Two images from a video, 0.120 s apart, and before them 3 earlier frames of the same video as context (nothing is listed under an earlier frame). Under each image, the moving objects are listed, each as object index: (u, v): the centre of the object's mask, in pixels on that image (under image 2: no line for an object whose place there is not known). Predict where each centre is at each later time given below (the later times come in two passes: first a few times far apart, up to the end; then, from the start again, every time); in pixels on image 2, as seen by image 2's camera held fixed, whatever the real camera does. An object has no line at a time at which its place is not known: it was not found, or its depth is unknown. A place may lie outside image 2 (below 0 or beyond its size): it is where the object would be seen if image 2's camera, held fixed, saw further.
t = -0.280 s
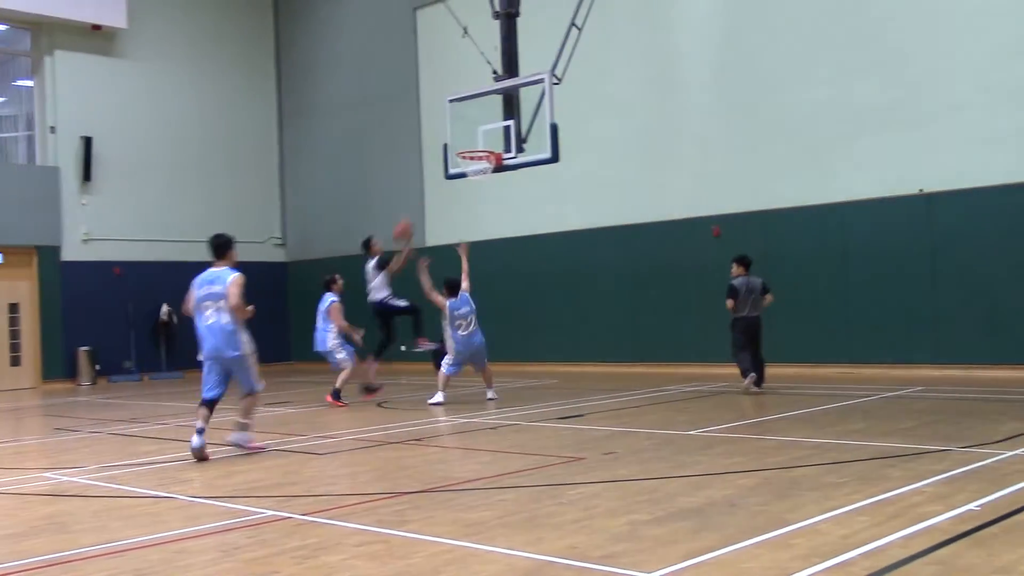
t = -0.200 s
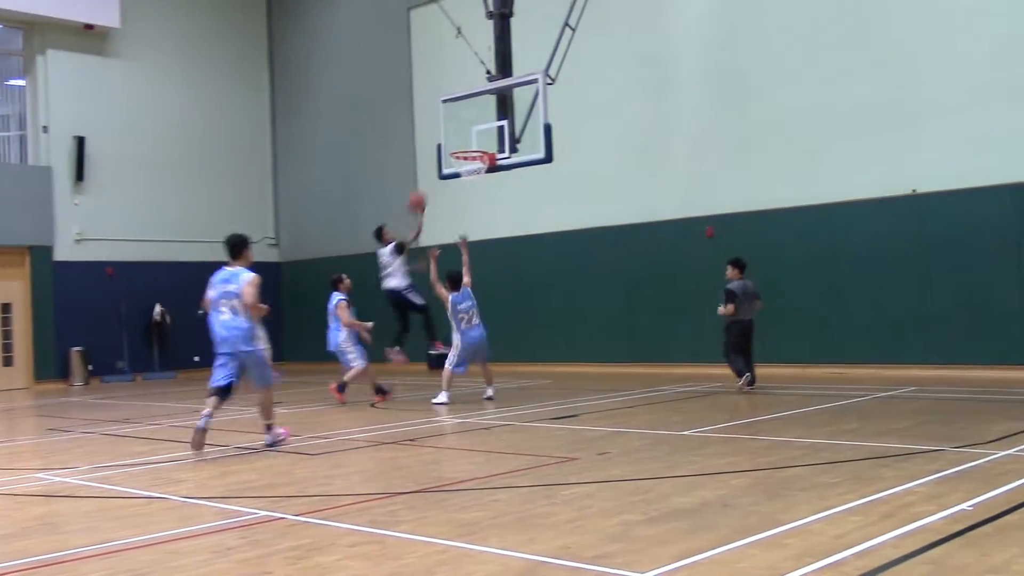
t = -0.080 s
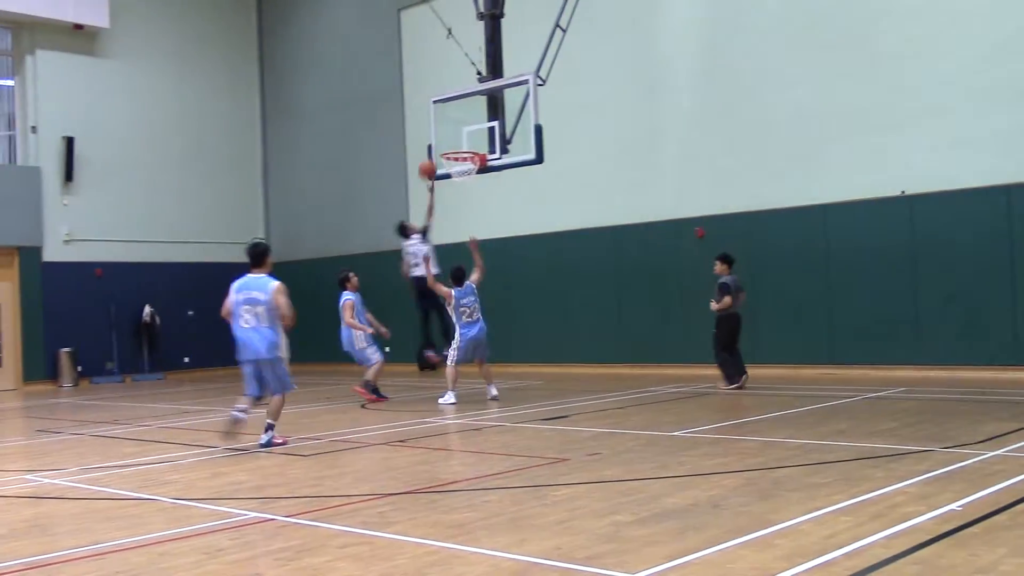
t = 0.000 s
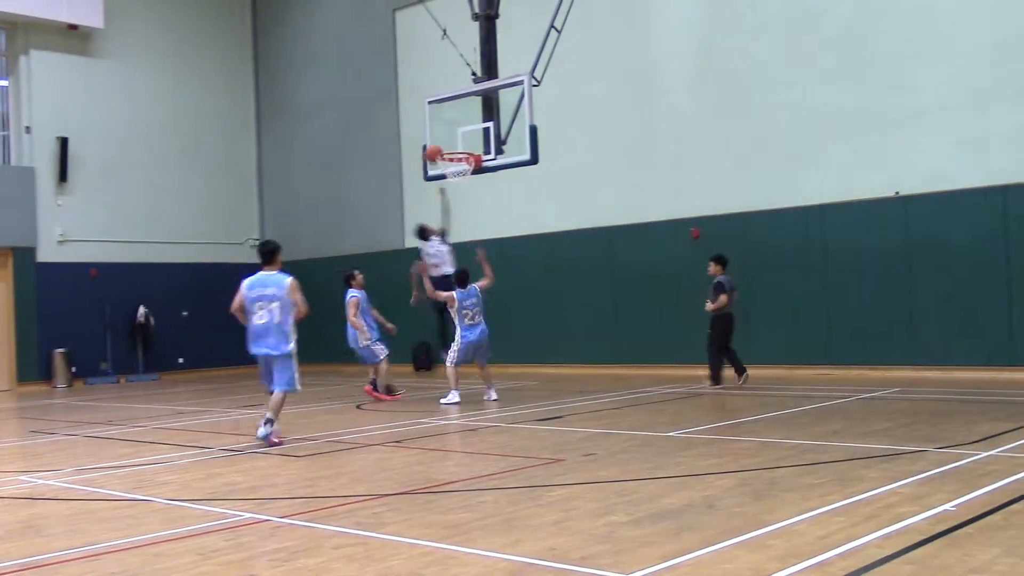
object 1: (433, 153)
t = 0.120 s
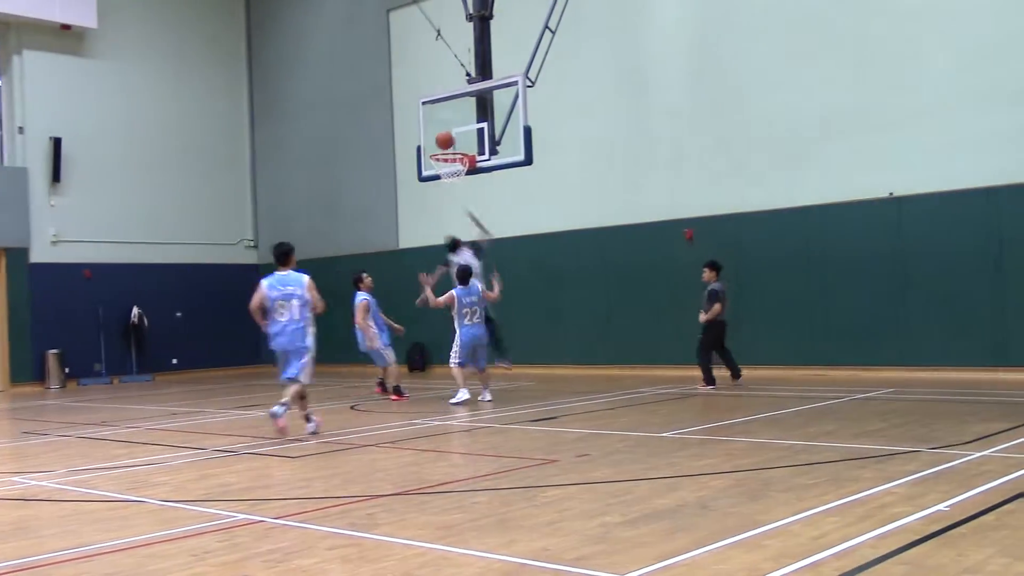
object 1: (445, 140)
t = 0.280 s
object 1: (441, 138)
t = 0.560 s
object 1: (451, 165)
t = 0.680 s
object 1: (462, 189)
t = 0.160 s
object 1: (444, 138)
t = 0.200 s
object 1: (443, 137)
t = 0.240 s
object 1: (442, 137)
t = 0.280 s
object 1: (441, 138)
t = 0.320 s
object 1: (441, 141)
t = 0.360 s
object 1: (440, 144)
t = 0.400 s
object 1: (439, 147)
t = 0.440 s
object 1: (440, 153)
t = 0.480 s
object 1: (444, 157)
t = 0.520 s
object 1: (447, 162)
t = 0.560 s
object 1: (451, 165)
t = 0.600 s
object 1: (456, 178)
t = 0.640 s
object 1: (459, 182)
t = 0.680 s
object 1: (462, 189)
